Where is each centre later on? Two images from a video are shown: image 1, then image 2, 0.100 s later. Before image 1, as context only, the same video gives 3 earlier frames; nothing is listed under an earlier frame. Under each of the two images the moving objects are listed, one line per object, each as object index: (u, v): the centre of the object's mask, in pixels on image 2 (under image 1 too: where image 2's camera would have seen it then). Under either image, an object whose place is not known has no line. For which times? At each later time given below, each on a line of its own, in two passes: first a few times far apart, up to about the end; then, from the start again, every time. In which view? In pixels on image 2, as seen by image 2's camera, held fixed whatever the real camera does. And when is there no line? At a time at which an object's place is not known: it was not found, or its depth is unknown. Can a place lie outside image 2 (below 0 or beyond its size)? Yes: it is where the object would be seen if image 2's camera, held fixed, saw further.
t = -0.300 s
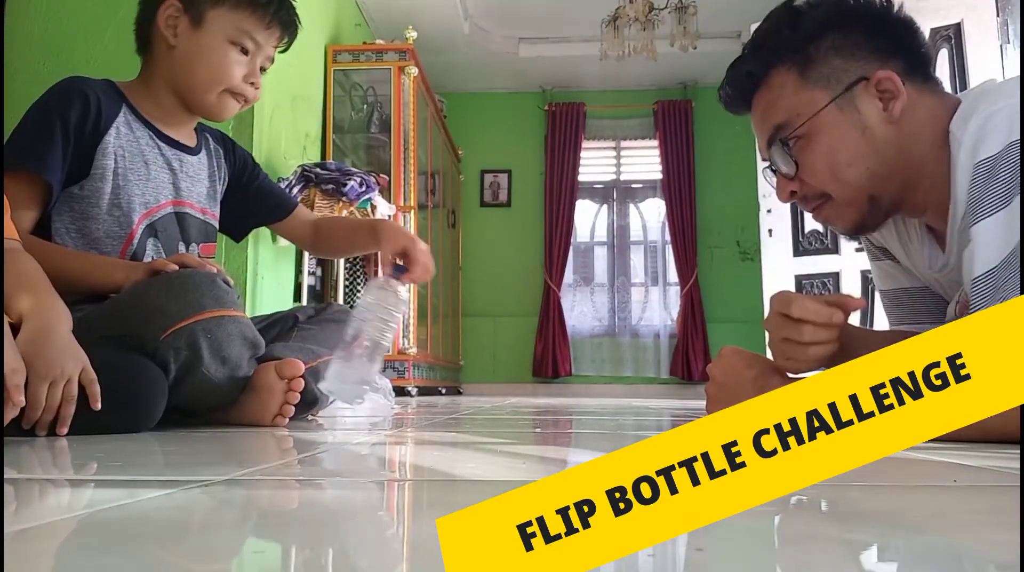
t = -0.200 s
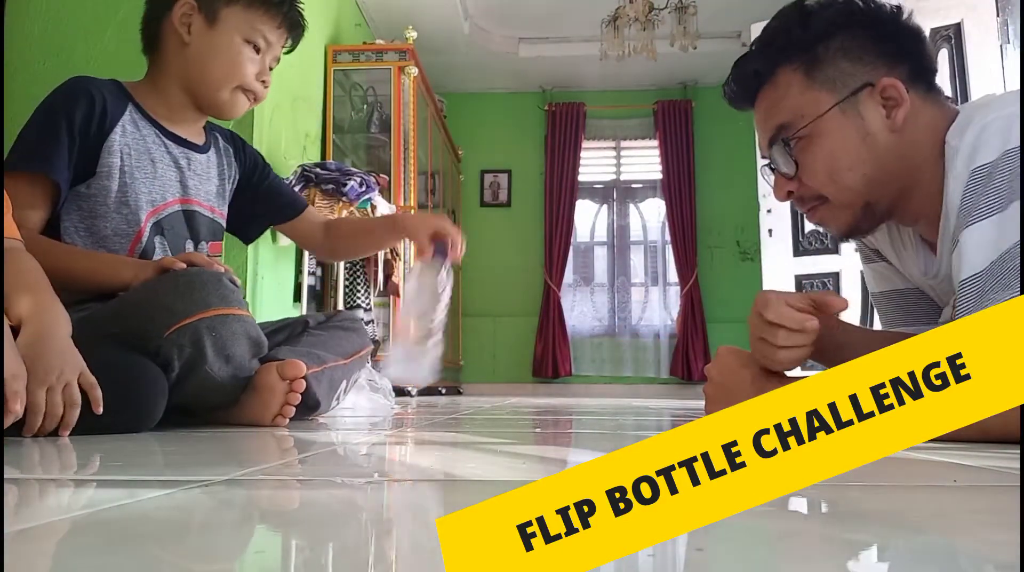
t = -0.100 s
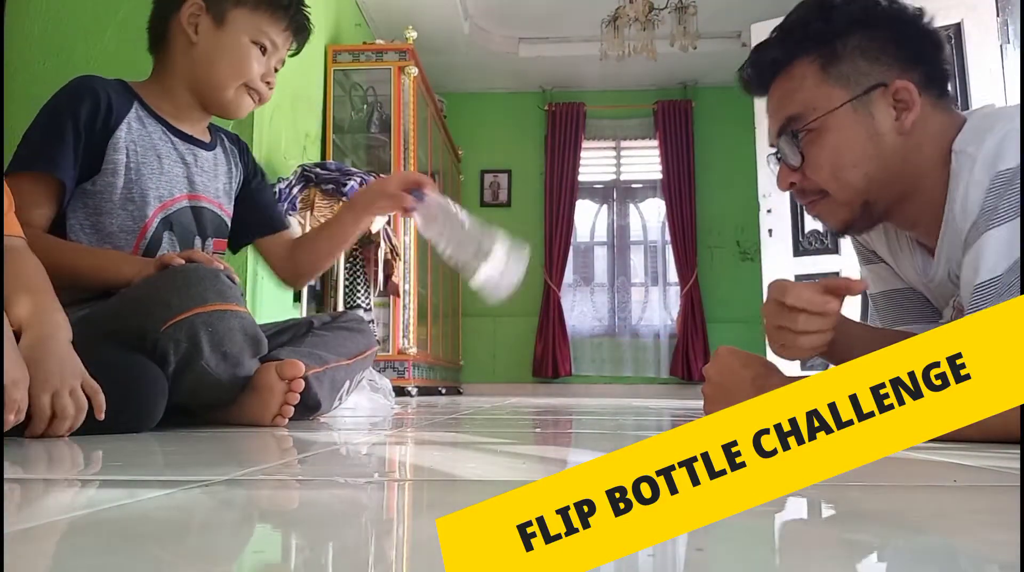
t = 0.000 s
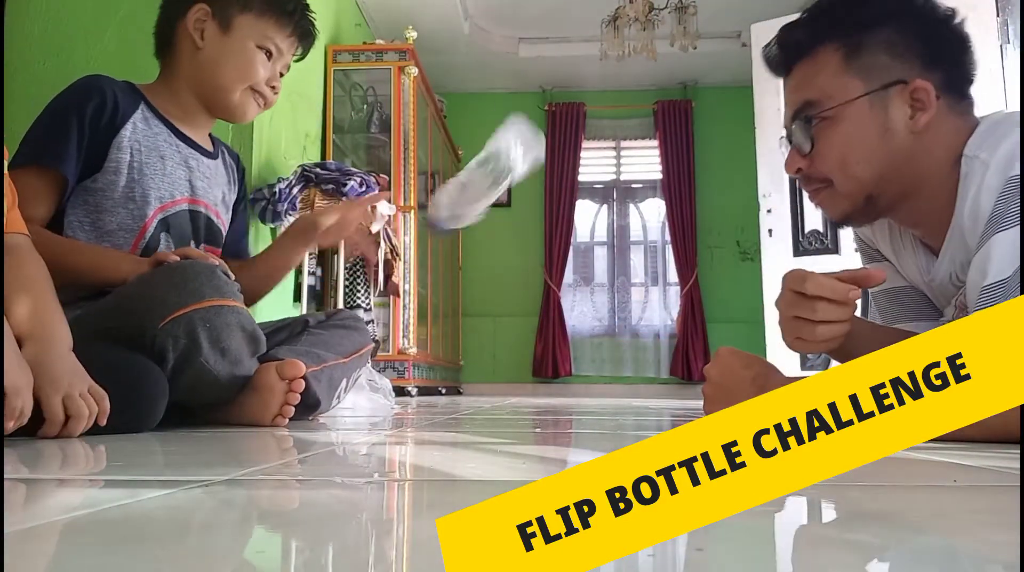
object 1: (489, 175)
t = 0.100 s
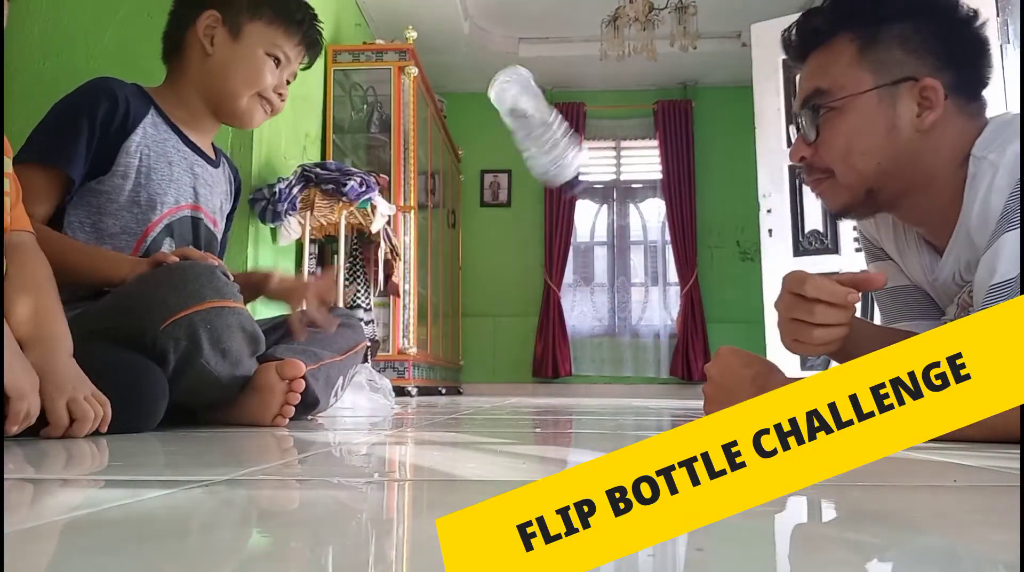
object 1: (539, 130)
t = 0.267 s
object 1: (554, 156)
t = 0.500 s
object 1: (548, 354)
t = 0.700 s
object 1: (539, 357)
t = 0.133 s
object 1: (549, 116)
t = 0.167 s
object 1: (557, 113)
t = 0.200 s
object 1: (558, 117)
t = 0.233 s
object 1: (557, 131)
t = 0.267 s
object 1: (554, 156)
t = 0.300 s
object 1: (553, 192)
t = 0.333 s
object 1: (551, 240)
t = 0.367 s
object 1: (554, 295)
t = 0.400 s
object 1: (555, 347)
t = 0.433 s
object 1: (549, 353)
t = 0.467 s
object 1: (548, 353)
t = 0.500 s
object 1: (548, 354)
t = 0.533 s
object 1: (546, 354)
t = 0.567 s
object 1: (544, 354)
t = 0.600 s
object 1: (543, 355)
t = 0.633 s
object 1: (542, 355)
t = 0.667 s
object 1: (541, 356)
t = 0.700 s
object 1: (539, 357)
